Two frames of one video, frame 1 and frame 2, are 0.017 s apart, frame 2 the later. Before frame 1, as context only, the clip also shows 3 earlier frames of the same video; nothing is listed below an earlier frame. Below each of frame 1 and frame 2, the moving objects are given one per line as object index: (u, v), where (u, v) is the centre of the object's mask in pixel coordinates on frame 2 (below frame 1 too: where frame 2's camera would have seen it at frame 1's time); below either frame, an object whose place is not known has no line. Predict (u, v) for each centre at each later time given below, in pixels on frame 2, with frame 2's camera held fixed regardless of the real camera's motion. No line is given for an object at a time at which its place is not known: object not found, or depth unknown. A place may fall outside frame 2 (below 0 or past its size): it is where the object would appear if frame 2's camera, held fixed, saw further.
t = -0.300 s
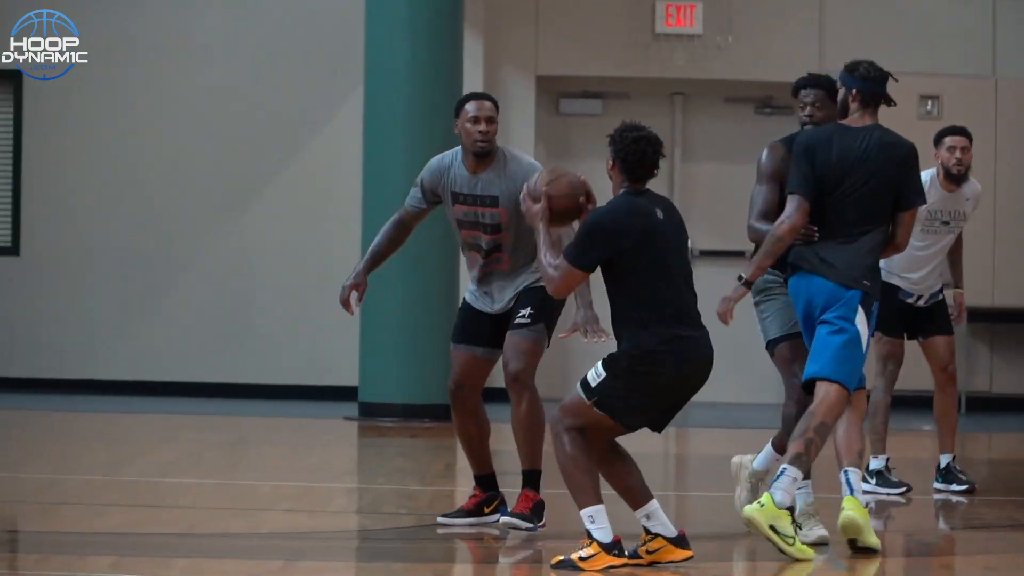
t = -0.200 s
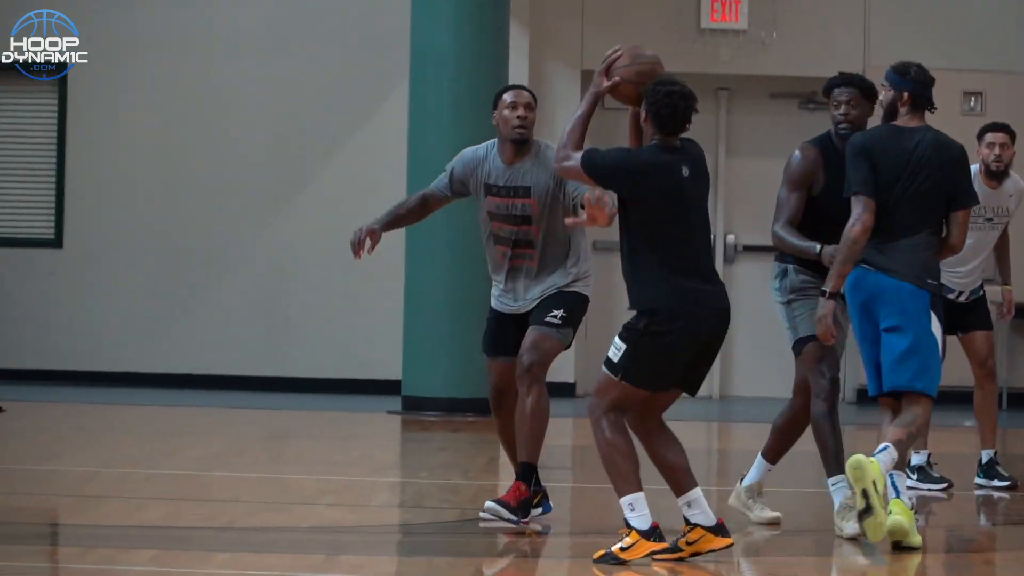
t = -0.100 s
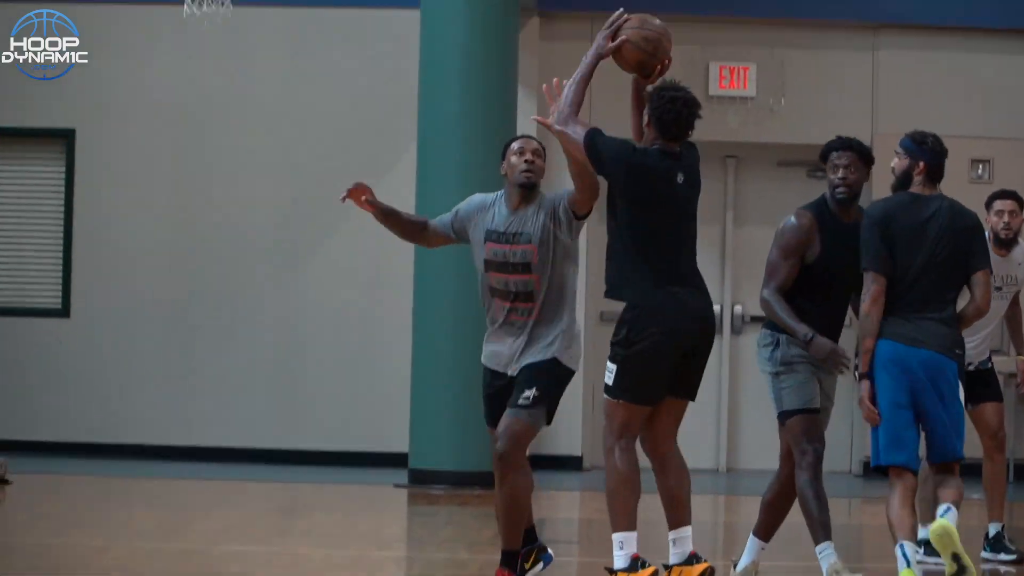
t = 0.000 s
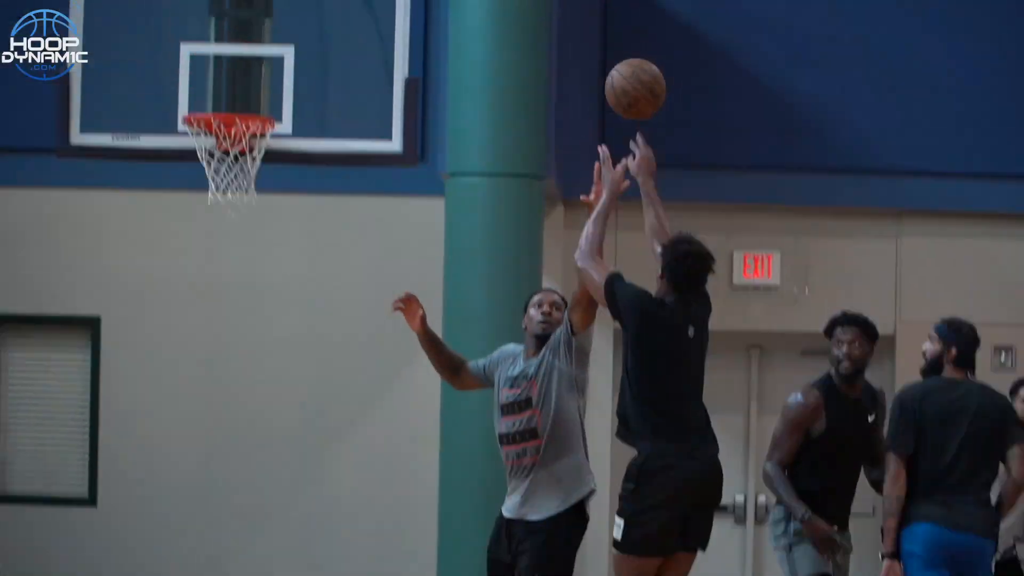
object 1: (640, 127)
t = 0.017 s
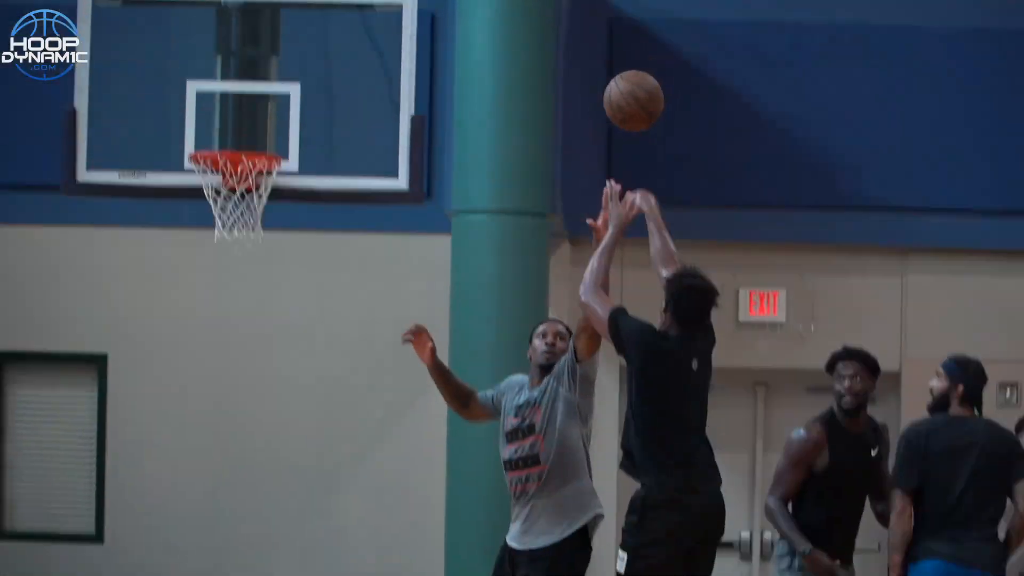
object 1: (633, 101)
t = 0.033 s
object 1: (628, 75)
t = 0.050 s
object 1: (620, 52)
